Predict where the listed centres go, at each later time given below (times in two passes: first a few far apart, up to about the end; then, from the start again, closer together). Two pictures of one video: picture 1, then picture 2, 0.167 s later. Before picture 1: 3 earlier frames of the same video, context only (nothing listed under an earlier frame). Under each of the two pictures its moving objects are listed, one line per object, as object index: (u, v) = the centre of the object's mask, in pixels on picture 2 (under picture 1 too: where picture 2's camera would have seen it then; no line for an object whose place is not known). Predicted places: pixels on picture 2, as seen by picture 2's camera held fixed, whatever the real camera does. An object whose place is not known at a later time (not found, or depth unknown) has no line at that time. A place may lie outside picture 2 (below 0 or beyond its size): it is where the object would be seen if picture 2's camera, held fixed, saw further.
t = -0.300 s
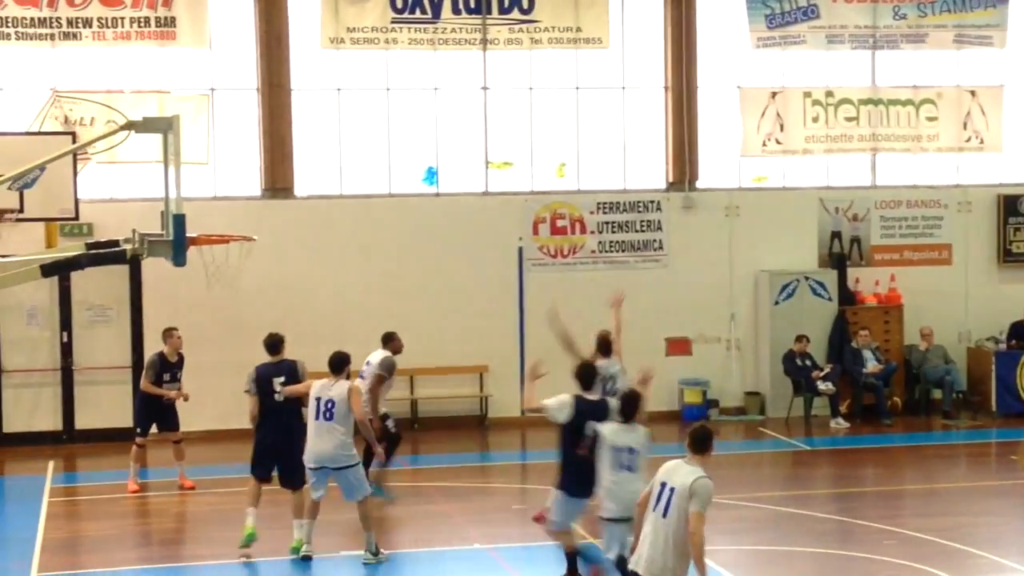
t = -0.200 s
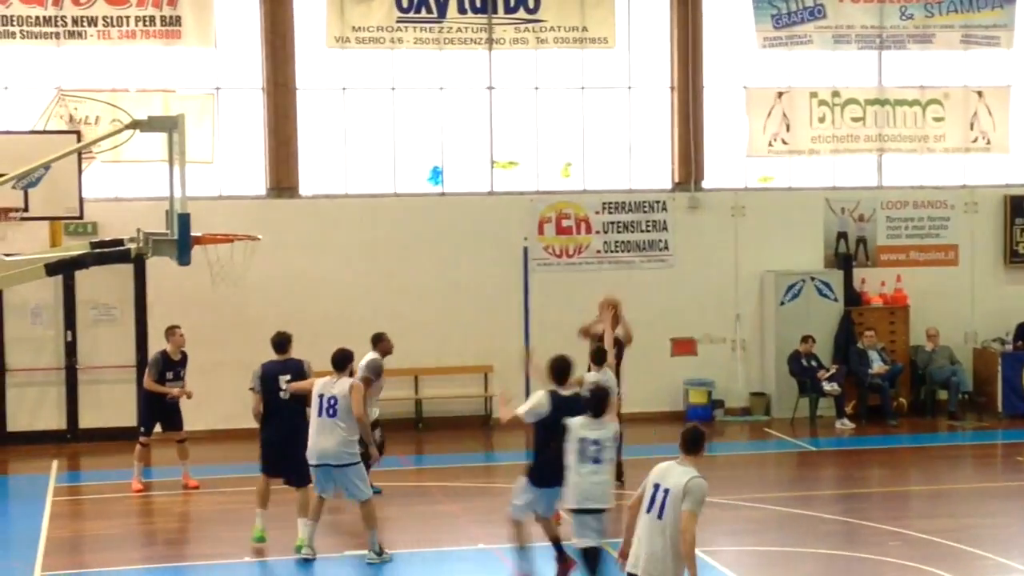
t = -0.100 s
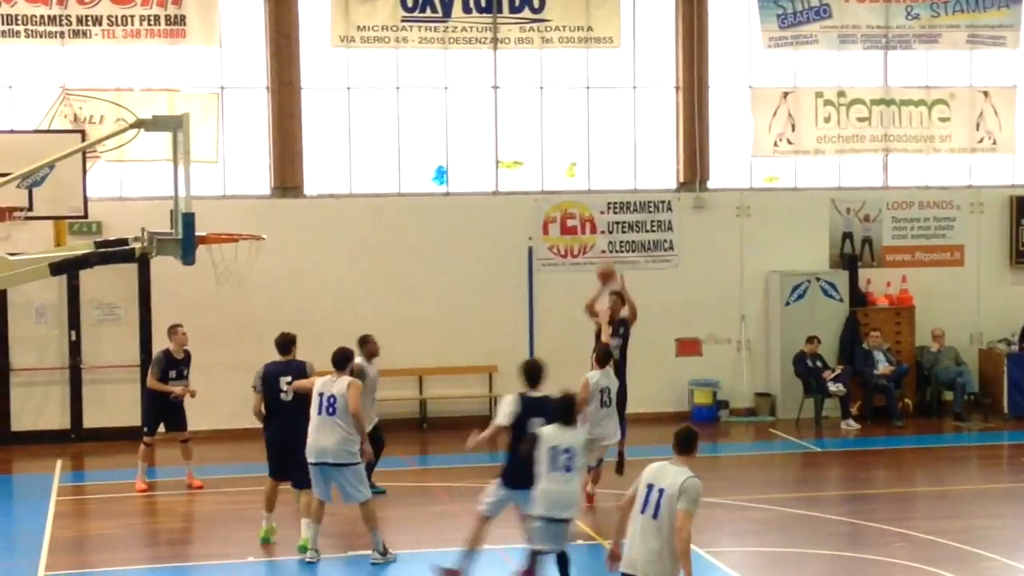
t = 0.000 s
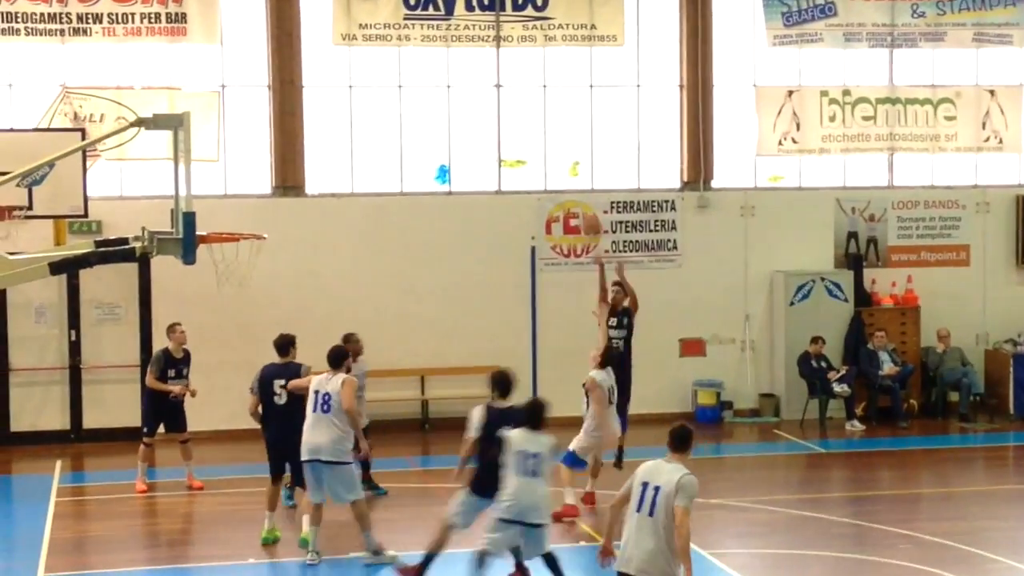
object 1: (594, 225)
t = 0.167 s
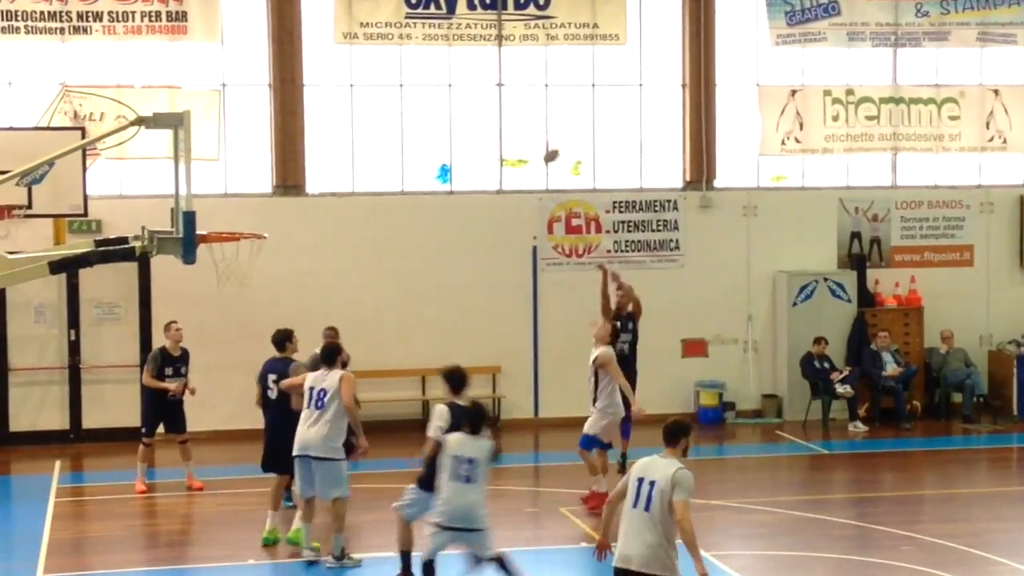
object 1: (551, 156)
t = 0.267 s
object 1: (524, 123)
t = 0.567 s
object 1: (436, 79)
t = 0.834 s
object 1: (346, 120)
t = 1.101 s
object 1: (255, 210)
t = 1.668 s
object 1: (243, 205)
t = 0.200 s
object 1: (543, 144)
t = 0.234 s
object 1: (533, 133)
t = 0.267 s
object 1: (524, 123)
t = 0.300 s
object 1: (515, 114)
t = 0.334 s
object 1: (505, 105)
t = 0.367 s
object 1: (497, 100)
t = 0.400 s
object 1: (487, 93)
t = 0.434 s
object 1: (476, 88)
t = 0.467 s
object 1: (467, 84)
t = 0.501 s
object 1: (456, 82)
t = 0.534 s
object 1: (446, 80)
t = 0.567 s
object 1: (436, 79)
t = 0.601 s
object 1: (425, 80)
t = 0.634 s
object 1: (414, 81)
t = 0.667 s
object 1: (403, 85)
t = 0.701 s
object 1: (393, 89)
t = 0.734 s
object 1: (381, 94)
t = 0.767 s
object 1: (370, 101)
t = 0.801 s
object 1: (357, 111)
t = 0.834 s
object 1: (346, 120)
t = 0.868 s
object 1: (334, 131)
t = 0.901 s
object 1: (321, 144)
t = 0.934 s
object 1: (302, 159)
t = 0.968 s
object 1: (290, 176)
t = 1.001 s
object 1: (285, 189)
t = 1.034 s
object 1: (270, 212)
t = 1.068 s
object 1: (262, 219)
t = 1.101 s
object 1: (255, 210)
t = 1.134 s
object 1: (251, 201)
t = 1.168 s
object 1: (245, 192)
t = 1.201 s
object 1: (240, 185)
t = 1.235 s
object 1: (235, 179)
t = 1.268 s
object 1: (232, 175)
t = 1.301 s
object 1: (226, 172)
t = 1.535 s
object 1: (222, 178)
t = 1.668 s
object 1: (243, 205)
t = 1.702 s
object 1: (250, 214)
